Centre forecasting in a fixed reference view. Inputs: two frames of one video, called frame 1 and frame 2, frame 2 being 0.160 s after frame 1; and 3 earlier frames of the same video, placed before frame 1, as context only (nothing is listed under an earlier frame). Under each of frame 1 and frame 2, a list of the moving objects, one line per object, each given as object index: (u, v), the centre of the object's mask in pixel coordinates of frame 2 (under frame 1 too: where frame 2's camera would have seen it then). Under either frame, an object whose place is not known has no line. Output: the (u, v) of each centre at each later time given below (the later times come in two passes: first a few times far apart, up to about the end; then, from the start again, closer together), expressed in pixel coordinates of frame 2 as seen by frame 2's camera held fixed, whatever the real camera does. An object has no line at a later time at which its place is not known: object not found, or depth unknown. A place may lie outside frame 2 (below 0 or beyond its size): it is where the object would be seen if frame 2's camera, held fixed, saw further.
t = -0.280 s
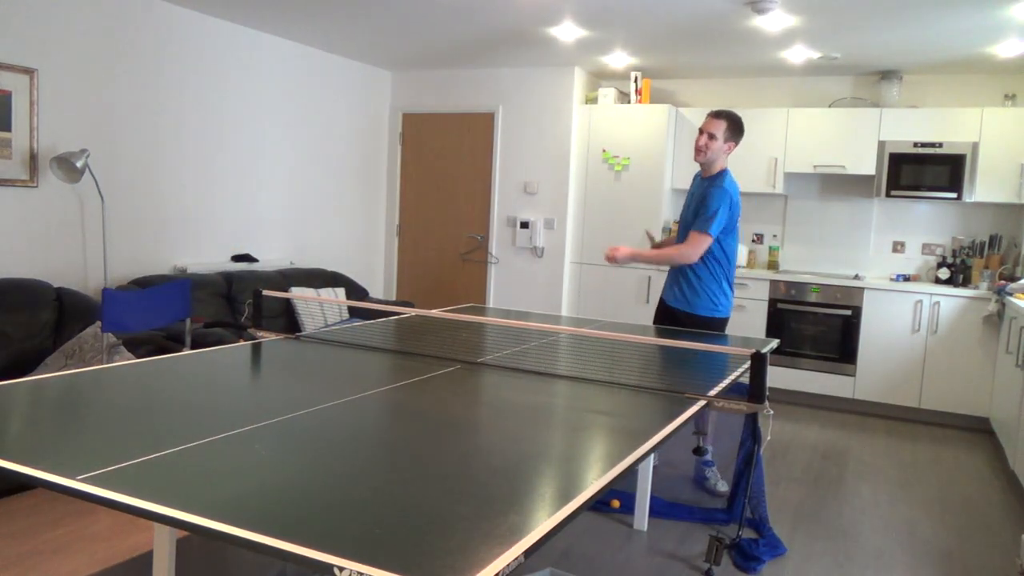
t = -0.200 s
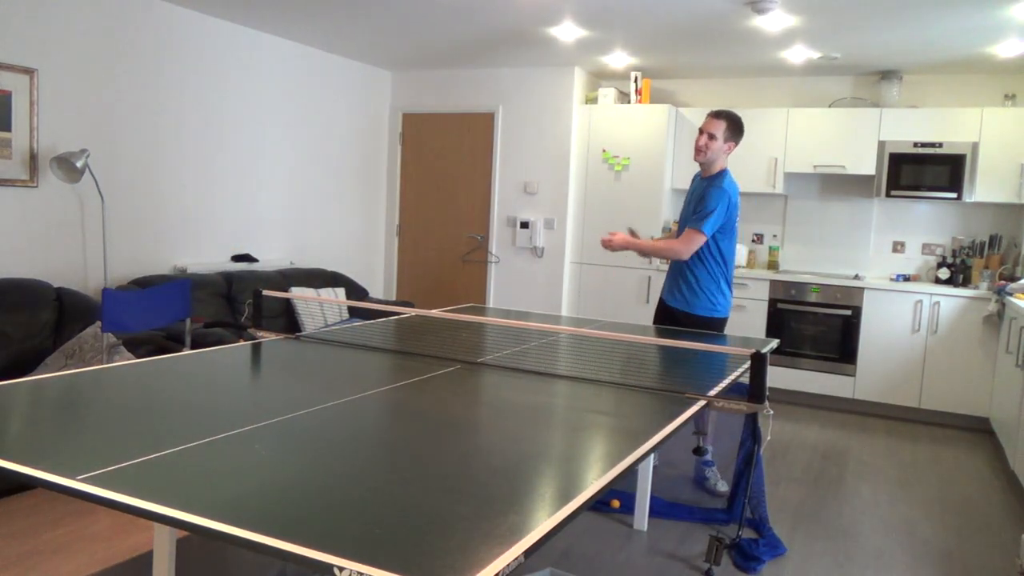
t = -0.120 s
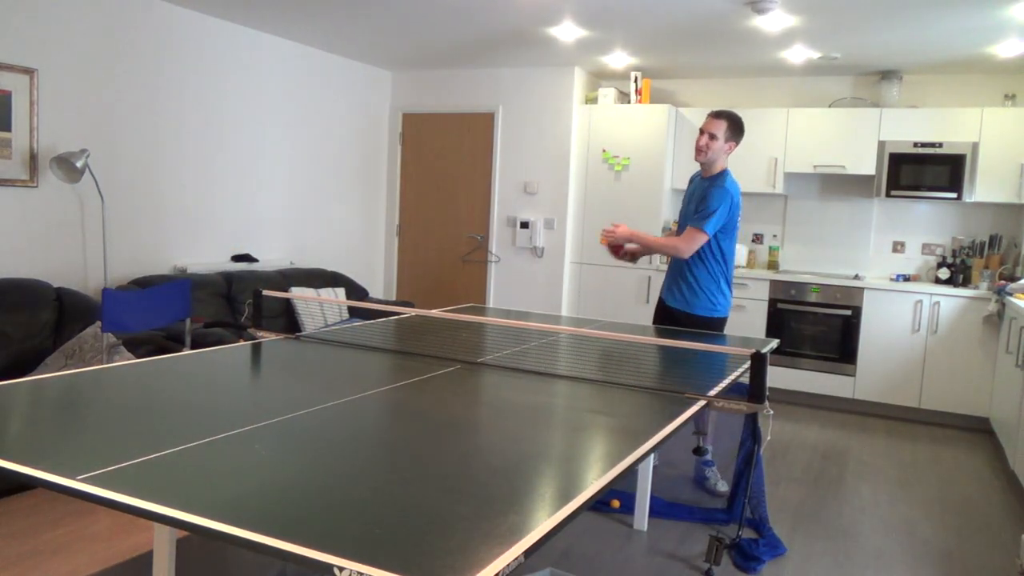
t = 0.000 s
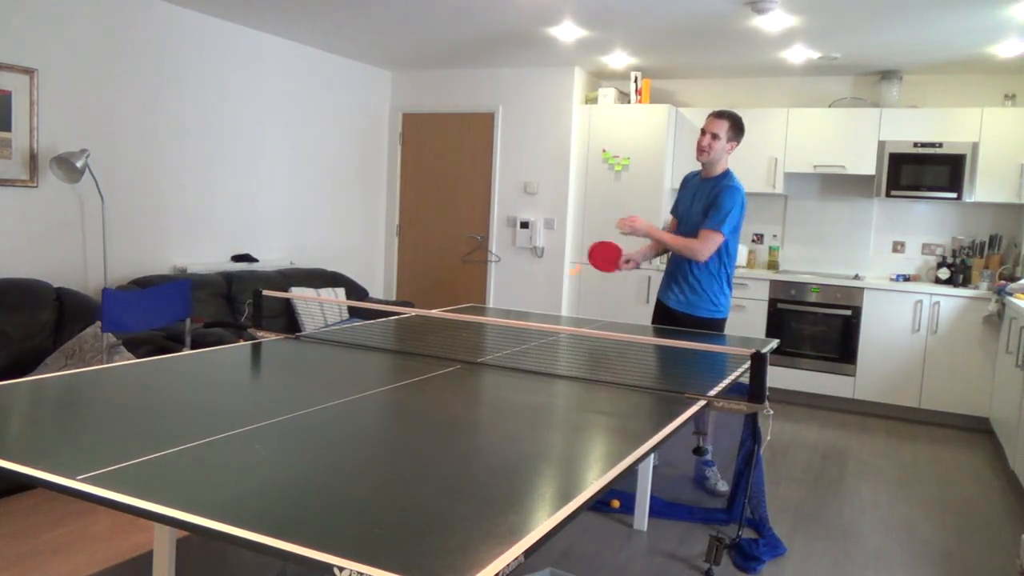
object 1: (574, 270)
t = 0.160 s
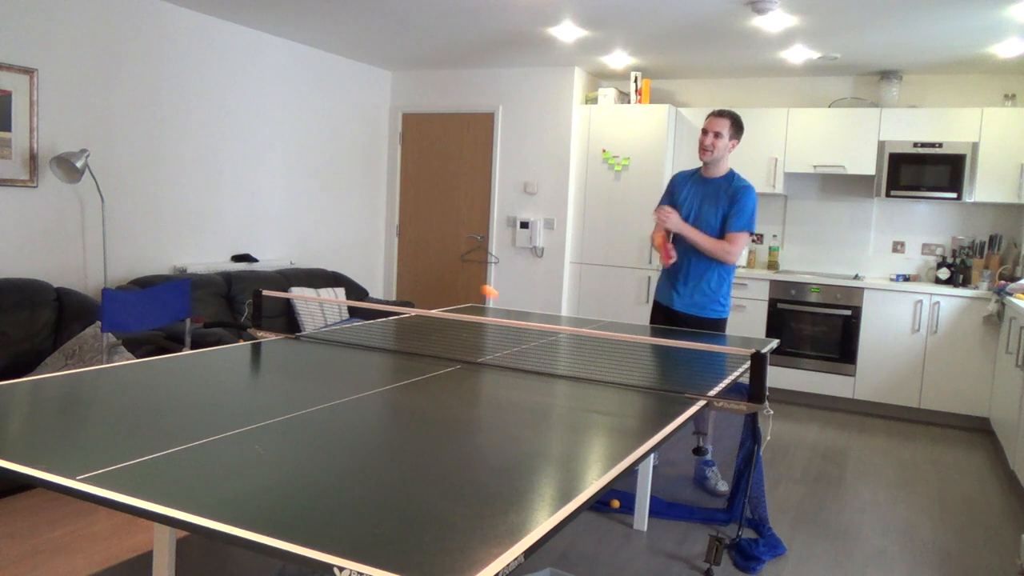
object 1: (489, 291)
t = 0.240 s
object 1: (443, 270)
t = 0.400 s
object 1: (320, 282)
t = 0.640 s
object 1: (26, 342)
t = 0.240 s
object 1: (443, 270)
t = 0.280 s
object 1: (417, 265)
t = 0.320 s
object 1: (388, 265)
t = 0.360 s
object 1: (354, 271)
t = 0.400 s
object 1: (320, 282)
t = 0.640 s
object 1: (26, 342)
